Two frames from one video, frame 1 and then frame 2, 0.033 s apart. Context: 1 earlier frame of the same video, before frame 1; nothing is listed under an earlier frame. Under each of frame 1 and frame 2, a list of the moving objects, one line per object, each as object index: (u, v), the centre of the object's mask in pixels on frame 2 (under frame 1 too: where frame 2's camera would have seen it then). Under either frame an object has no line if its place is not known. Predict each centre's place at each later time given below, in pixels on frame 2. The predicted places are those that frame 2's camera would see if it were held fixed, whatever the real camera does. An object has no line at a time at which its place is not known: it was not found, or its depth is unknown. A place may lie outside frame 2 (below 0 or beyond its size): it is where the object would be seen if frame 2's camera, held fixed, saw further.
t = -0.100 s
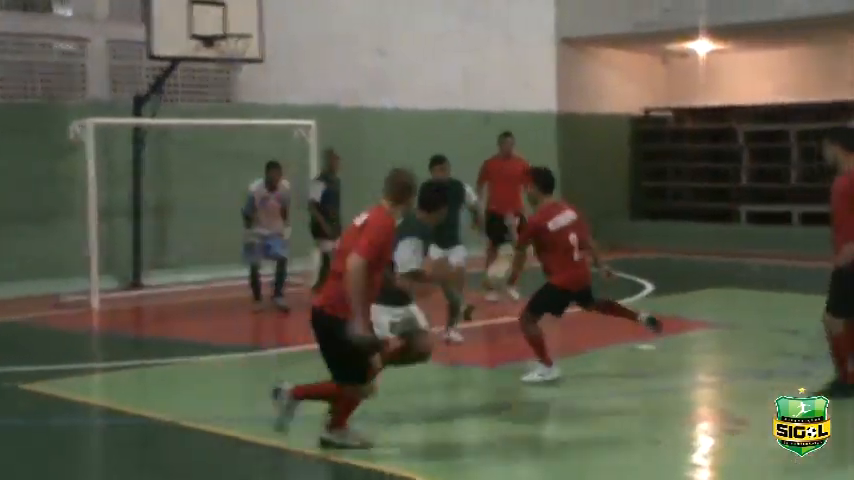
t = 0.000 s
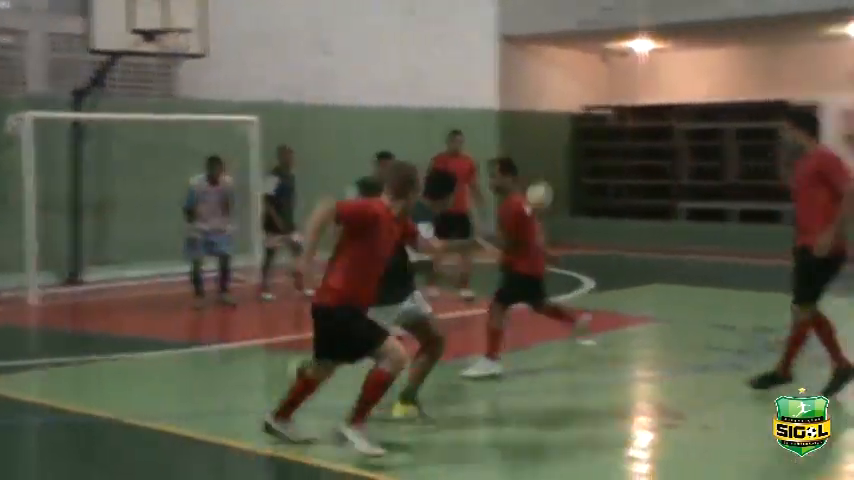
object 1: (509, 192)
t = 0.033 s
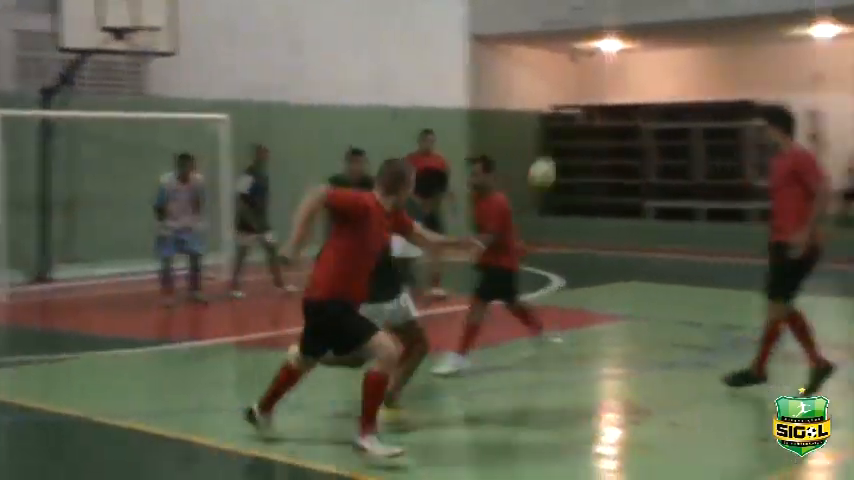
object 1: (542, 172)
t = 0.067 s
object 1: (578, 150)
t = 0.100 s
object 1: (616, 127)
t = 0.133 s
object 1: (656, 107)
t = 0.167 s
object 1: (698, 90)
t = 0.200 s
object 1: (741, 68)
